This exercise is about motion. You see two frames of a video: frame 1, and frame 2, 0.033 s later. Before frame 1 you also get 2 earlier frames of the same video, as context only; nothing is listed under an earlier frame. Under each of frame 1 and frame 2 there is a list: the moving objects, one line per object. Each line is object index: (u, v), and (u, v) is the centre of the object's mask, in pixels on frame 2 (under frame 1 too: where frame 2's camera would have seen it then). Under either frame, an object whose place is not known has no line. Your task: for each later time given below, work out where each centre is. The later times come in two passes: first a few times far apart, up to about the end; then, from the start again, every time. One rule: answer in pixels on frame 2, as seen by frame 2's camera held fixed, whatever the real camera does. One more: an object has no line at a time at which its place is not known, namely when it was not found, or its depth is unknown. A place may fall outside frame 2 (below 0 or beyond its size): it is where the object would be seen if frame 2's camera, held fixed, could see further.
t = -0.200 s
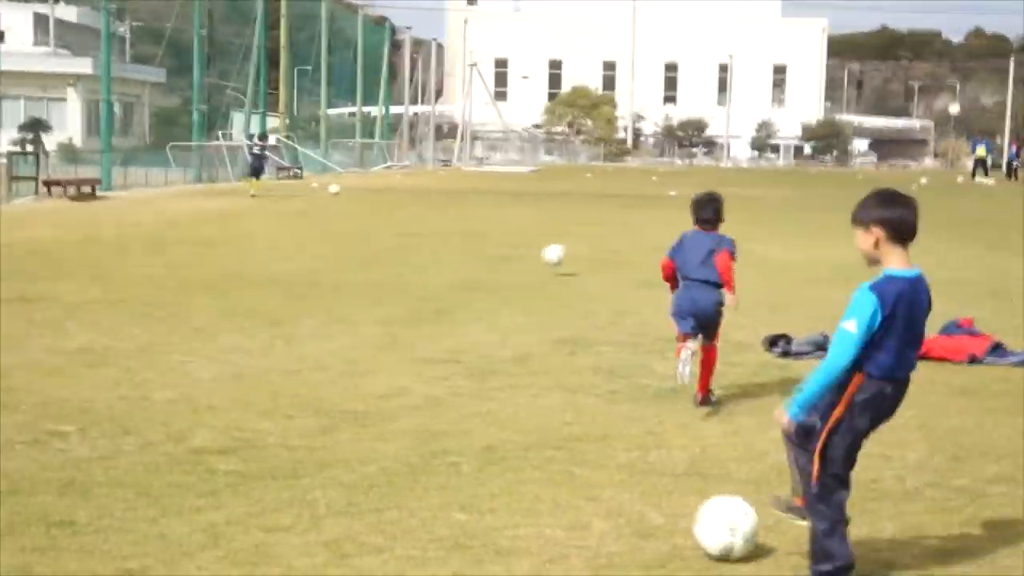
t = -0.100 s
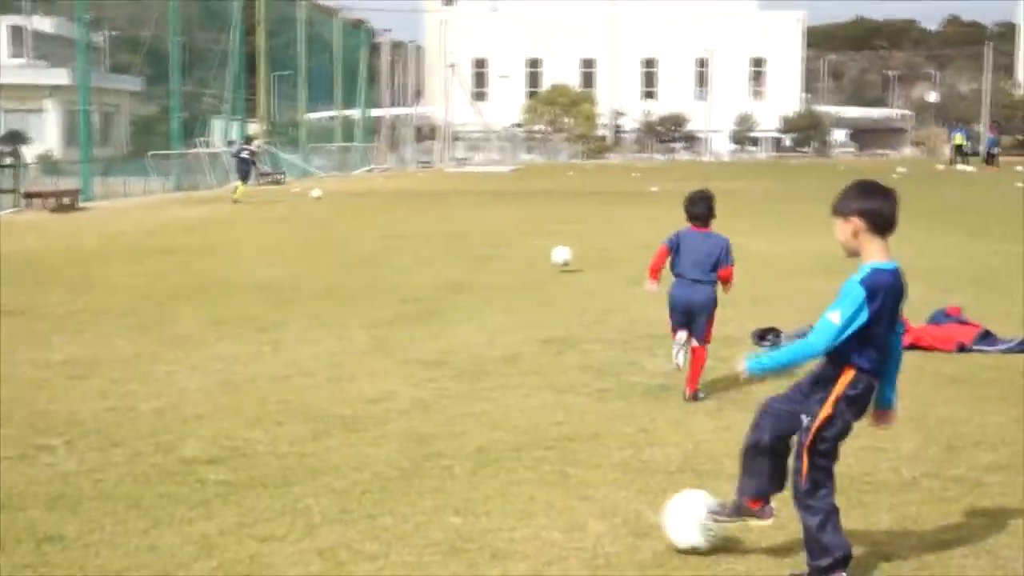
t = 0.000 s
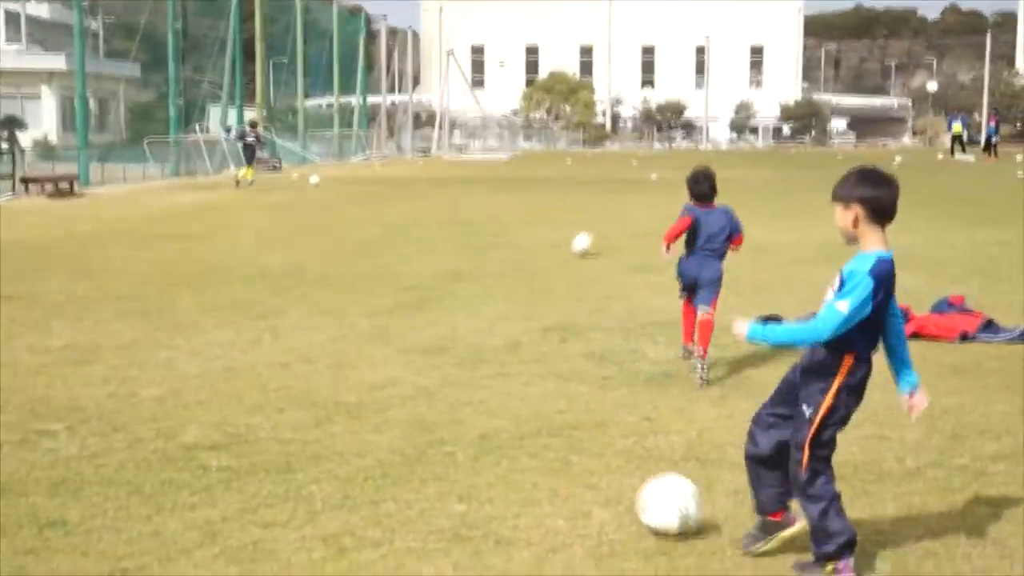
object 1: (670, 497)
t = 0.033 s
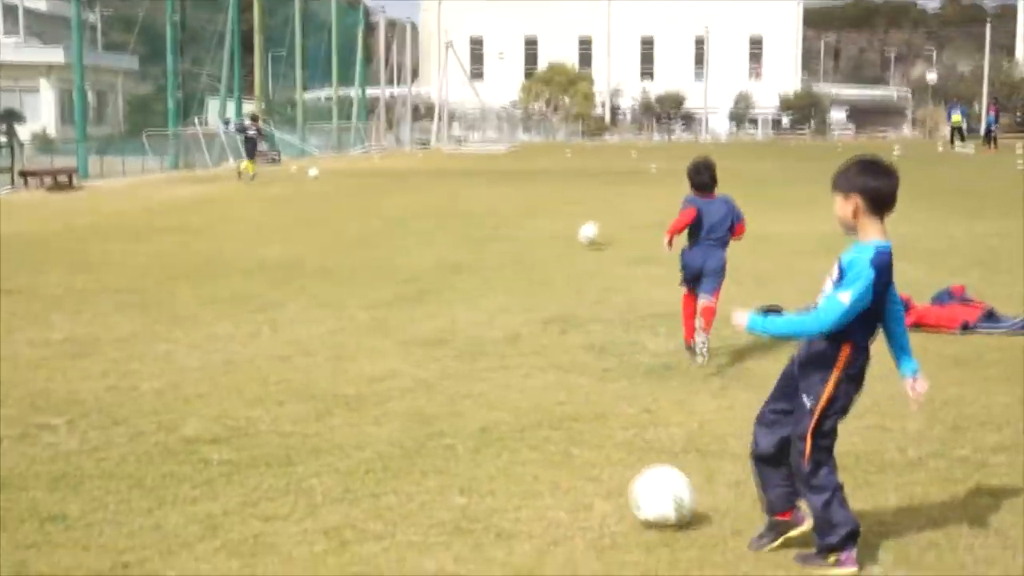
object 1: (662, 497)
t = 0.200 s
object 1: (619, 492)
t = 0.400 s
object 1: (574, 485)
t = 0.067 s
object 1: (652, 495)
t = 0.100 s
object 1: (642, 493)
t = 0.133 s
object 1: (635, 493)
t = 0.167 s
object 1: (628, 493)
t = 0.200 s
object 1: (619, 492)
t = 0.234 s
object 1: (612, 491)
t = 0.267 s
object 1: (603, 488)
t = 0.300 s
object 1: (596, 487)
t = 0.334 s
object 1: (588, 486)
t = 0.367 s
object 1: (582, 486)
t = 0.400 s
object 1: (574, 485)
